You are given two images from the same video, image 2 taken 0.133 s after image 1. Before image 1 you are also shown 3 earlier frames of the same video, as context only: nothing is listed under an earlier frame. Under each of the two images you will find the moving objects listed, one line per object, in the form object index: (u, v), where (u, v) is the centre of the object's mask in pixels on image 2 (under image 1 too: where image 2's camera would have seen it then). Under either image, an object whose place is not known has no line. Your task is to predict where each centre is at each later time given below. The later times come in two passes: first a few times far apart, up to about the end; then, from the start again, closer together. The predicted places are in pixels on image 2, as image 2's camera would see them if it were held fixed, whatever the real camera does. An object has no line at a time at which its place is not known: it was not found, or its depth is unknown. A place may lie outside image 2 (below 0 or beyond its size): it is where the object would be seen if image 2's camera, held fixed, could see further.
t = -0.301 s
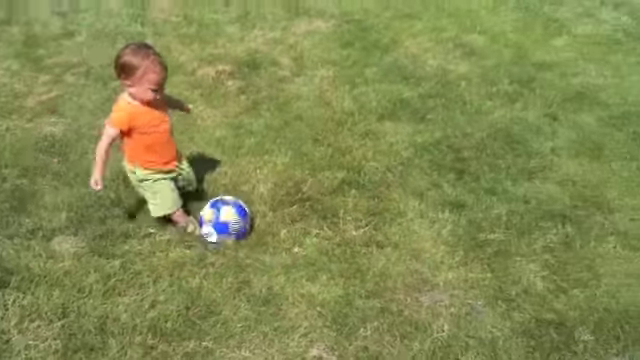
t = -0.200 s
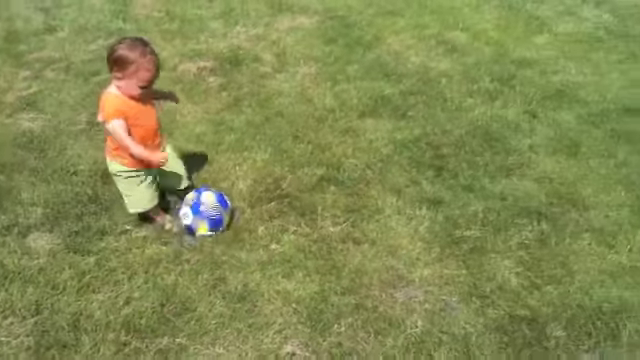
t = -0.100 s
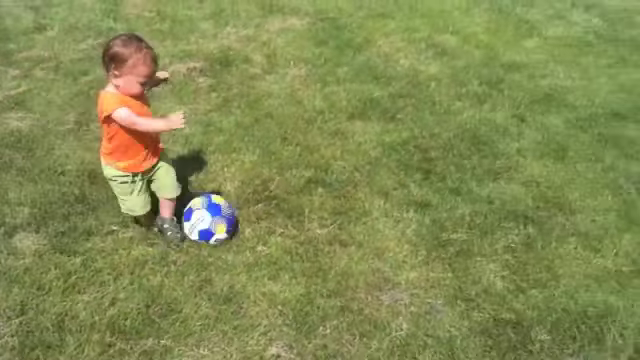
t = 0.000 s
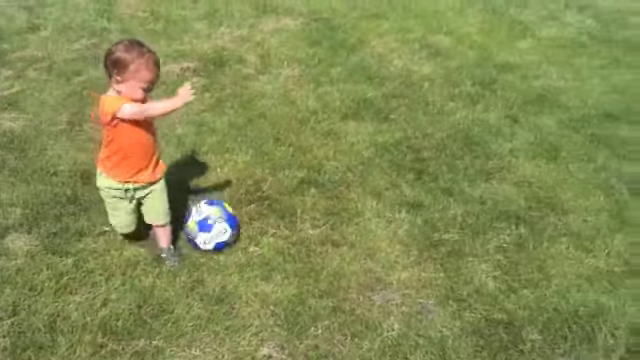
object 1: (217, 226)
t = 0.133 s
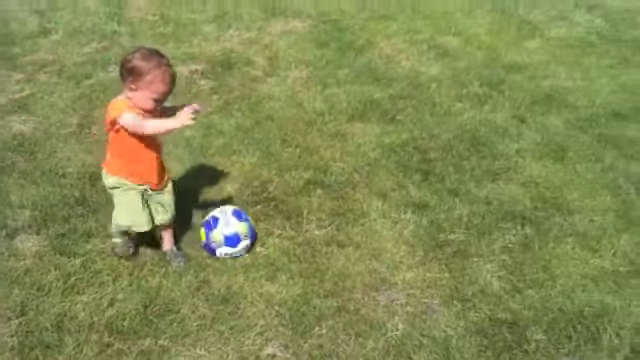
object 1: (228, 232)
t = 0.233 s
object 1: (233, 234)
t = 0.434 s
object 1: (239, 235)
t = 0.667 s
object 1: (238, 234)
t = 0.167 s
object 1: (230, 233)
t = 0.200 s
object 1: (232, 234)
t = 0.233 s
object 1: (233, 234)
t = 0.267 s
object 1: (235, 234)
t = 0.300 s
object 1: (236, 235)
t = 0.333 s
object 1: (237, 235)
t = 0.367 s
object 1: (238, 235)
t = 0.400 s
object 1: (239, 235)
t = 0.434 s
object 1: (239, 235)
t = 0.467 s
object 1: (239, 234)
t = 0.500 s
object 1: (239, 234)
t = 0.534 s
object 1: (239, 234)
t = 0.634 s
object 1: (238, 234)
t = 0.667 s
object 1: (238, 234)
